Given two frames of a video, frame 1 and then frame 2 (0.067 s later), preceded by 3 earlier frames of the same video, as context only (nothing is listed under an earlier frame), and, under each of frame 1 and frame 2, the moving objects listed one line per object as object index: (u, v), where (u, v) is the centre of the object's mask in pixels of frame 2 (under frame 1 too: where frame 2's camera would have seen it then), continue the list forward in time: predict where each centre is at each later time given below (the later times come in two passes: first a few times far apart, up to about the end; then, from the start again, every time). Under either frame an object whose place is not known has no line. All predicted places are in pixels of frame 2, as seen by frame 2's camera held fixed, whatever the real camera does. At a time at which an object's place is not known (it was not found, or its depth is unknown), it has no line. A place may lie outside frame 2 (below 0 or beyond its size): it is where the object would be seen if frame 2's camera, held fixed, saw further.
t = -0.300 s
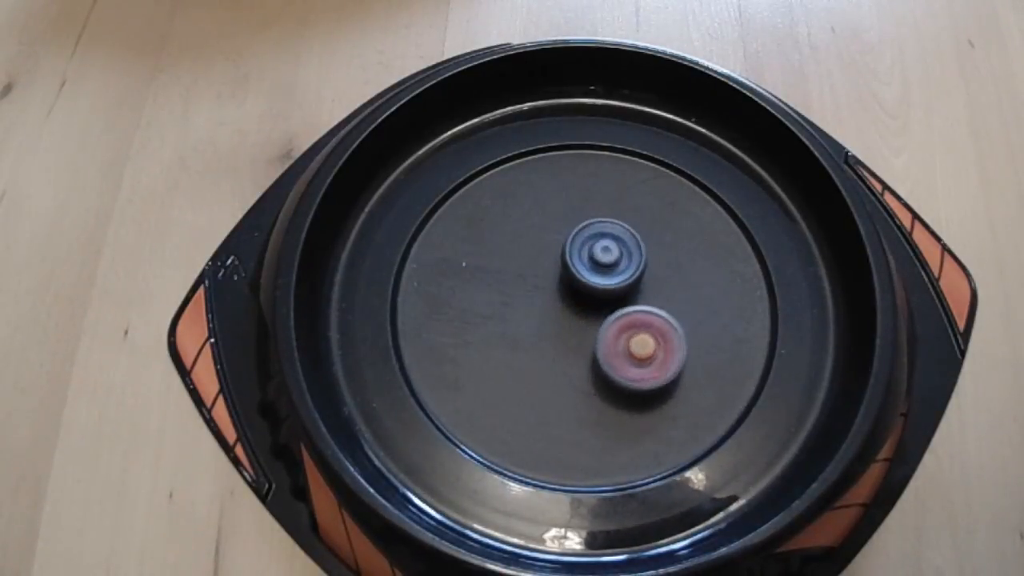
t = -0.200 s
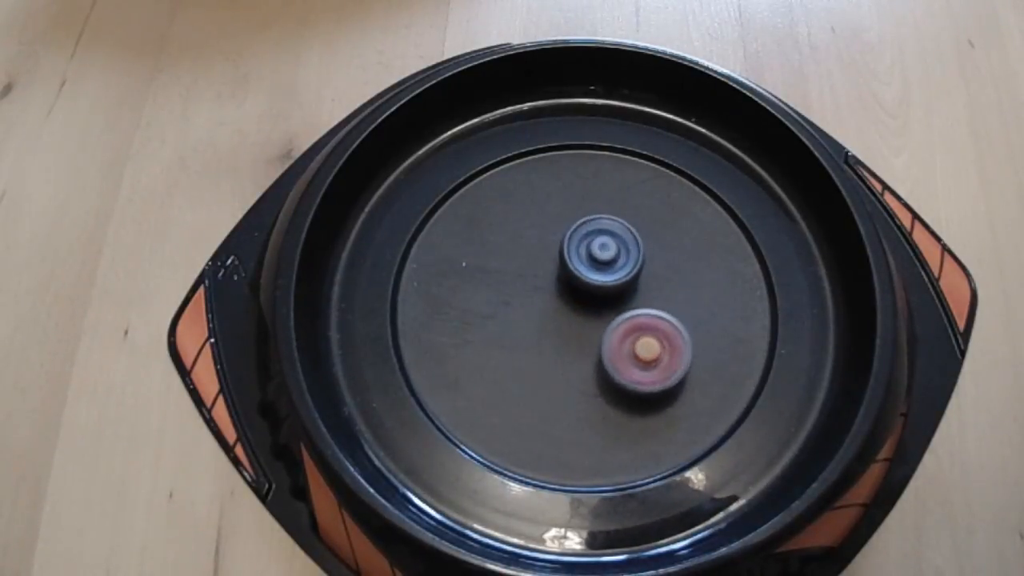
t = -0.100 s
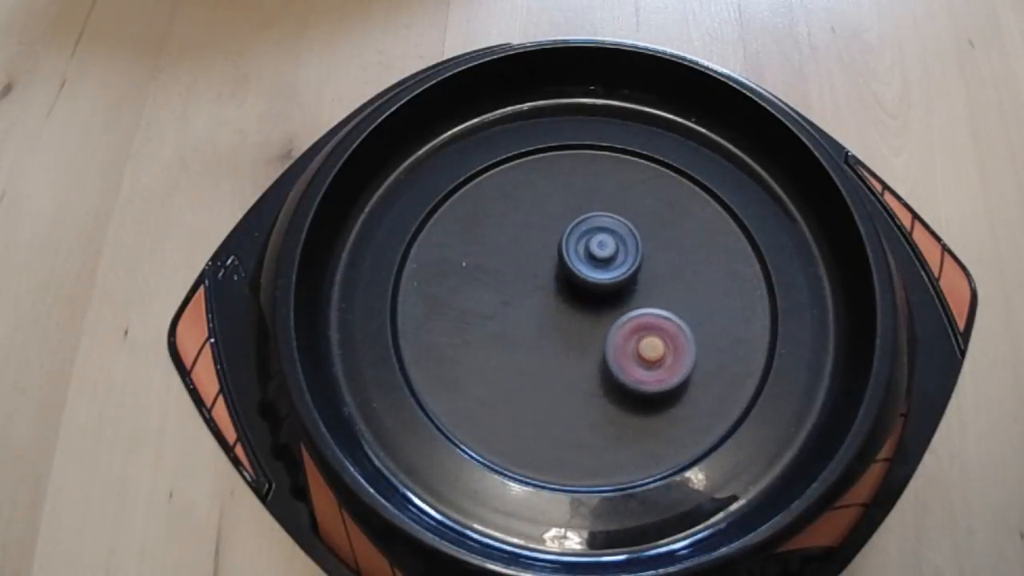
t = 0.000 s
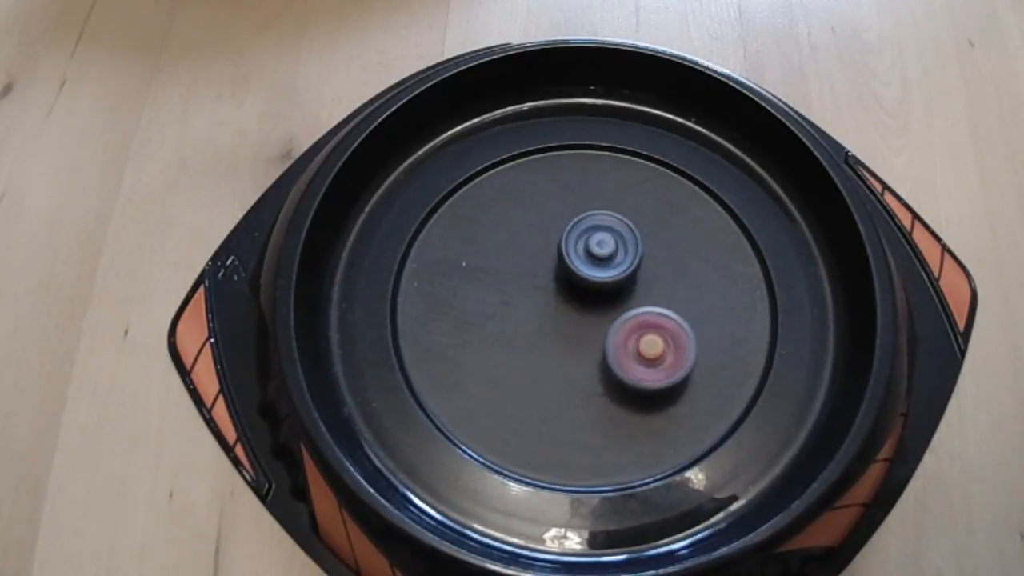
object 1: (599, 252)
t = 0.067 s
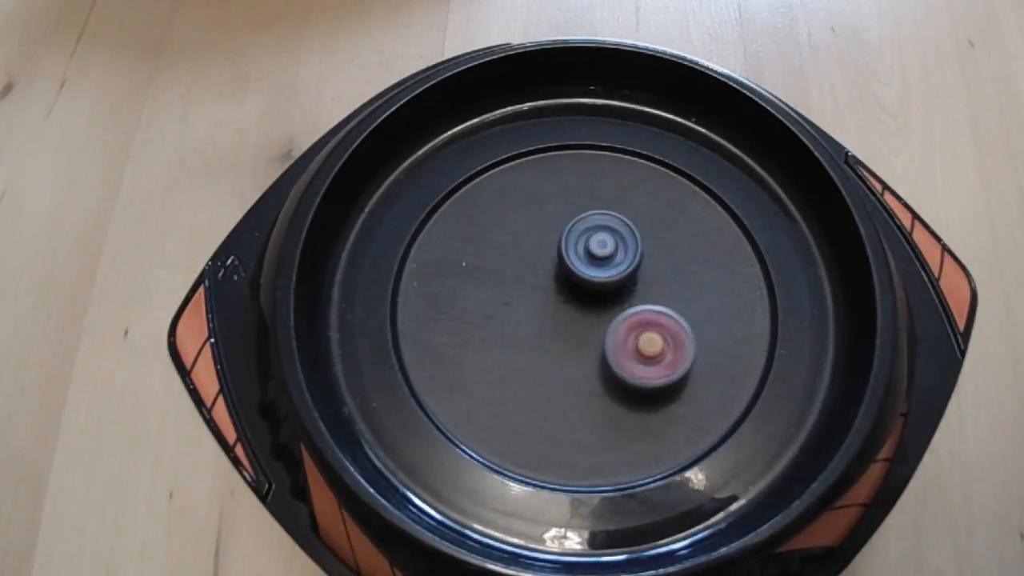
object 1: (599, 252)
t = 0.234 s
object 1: (600, 251)
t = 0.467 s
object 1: (601, 252)
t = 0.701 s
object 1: (596, 258)
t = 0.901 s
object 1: (593, 263)
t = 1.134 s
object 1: (586, 269)
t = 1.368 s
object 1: (580, 271)
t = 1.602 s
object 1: (583, 257)
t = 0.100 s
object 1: (599, 252)
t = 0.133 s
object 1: (599, 252)
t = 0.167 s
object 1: (600, 252)
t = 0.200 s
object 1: (600, 251)
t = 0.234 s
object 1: (600, 251)
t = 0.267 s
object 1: (601, 252)
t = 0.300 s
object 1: (601, 253)
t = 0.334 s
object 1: (601, 256)
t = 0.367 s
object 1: (601, 256)
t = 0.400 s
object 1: (600, 256)
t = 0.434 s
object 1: (600, 254)
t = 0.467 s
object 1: (601, 252)
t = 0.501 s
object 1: (600, 253)
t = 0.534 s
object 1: (599, 253)
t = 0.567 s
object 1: (599, 254)
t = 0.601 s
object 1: (598, 254)
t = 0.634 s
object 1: (598, 255)
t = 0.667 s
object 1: (598, 255)
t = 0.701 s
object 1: (596, 258)
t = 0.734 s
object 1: (596, 258)
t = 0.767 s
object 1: (596, 258)
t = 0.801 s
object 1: (595, 261)
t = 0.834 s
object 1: (594, 261)
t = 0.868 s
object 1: (593, 263)
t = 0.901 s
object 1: (593, 263)
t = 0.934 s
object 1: (592, 264)
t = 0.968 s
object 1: (592, 263)
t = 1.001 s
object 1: (591, 266)
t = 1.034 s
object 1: (589, 267)
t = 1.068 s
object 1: (589, 268)
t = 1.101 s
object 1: (588, 267)
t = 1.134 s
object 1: (586, 269)
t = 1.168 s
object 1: (586, 270)
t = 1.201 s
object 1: (585, 269)
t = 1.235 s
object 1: (583, 270)
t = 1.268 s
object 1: (582, 273)
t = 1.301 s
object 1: (581, 273)
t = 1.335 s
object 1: (580, 272)
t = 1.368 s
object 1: (580, 271)
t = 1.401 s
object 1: (580, 268)
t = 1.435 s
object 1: (581, 265)
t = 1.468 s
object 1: (581, 261)
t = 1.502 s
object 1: (581, 261)
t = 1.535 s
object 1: (582, 258)
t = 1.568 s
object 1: (582, 259)
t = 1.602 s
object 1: (583, 257)
